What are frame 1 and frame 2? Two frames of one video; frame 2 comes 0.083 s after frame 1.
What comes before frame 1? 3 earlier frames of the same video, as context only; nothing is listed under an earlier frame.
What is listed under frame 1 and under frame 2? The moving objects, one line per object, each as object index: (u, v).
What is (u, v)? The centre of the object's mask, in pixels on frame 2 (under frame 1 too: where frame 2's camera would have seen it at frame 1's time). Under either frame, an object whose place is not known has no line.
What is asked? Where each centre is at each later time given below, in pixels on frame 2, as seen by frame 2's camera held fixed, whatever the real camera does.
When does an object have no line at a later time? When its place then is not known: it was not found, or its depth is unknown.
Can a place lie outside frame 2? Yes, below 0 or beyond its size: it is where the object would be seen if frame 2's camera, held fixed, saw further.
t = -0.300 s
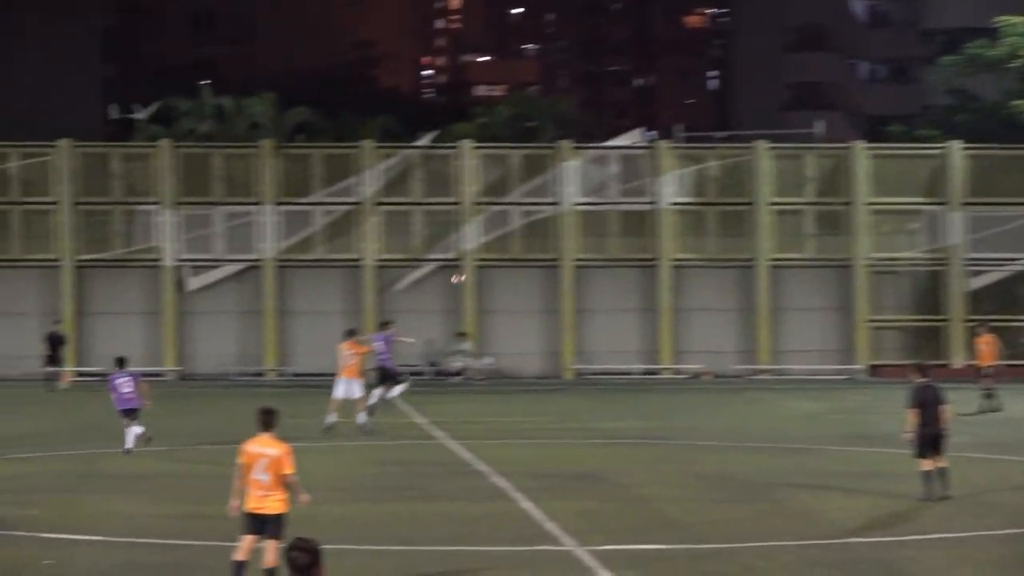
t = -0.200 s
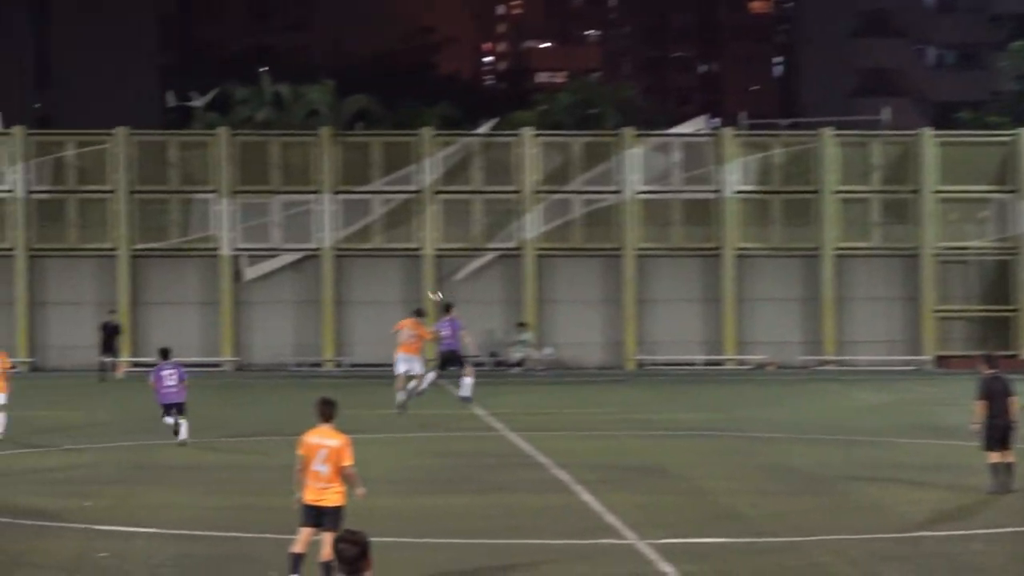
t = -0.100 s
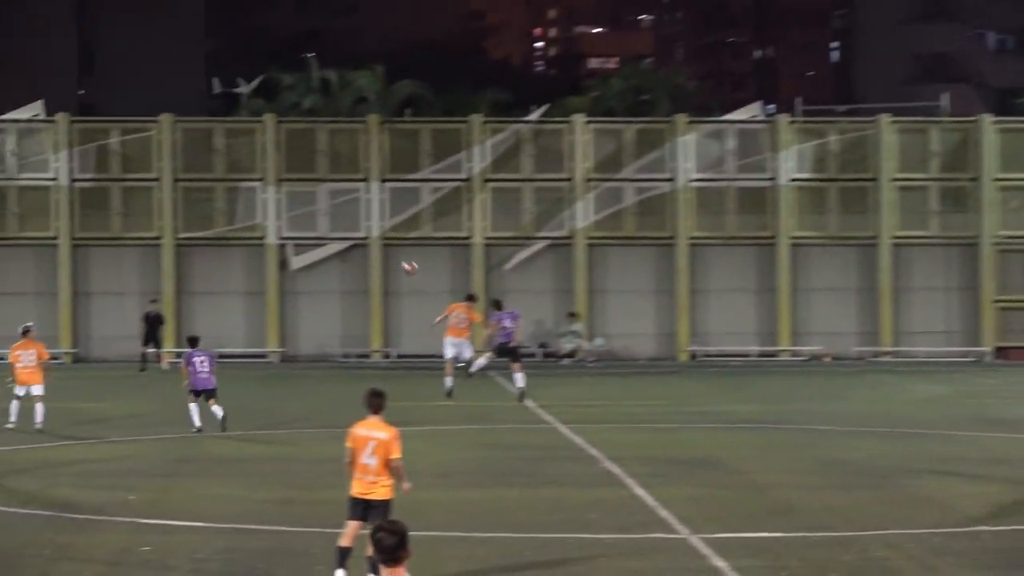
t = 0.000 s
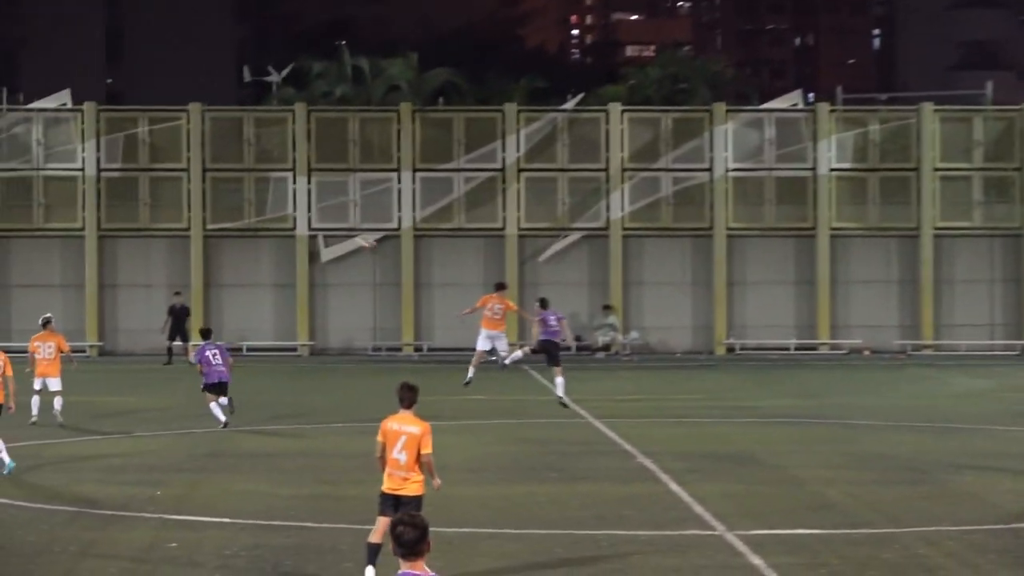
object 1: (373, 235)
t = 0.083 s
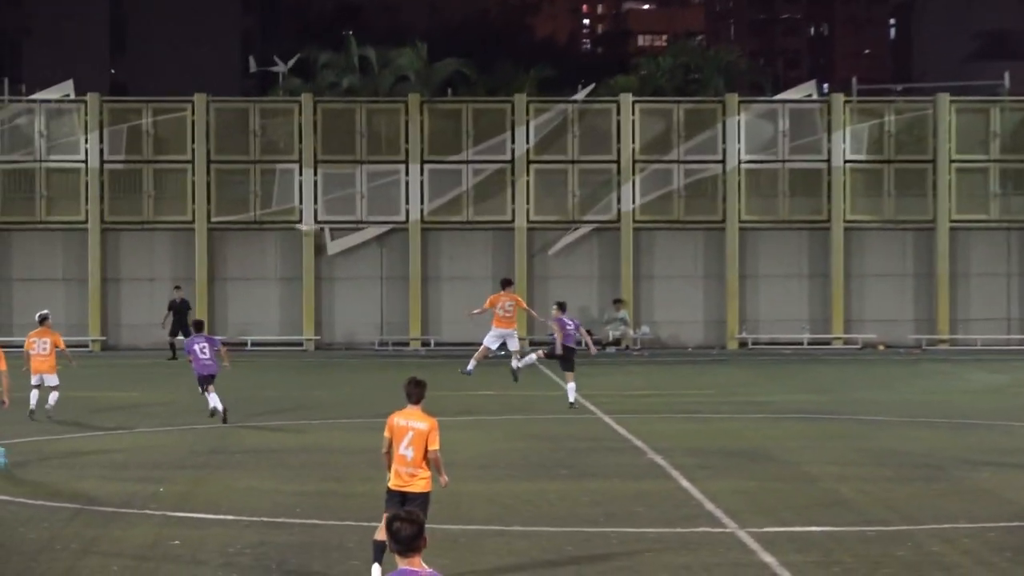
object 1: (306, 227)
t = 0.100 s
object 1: (292, 227)
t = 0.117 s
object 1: (279, 226)
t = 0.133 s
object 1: (266, 225)
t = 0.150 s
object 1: (253, 224)
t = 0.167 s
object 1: (240, 223)
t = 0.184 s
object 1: (227, 222)
